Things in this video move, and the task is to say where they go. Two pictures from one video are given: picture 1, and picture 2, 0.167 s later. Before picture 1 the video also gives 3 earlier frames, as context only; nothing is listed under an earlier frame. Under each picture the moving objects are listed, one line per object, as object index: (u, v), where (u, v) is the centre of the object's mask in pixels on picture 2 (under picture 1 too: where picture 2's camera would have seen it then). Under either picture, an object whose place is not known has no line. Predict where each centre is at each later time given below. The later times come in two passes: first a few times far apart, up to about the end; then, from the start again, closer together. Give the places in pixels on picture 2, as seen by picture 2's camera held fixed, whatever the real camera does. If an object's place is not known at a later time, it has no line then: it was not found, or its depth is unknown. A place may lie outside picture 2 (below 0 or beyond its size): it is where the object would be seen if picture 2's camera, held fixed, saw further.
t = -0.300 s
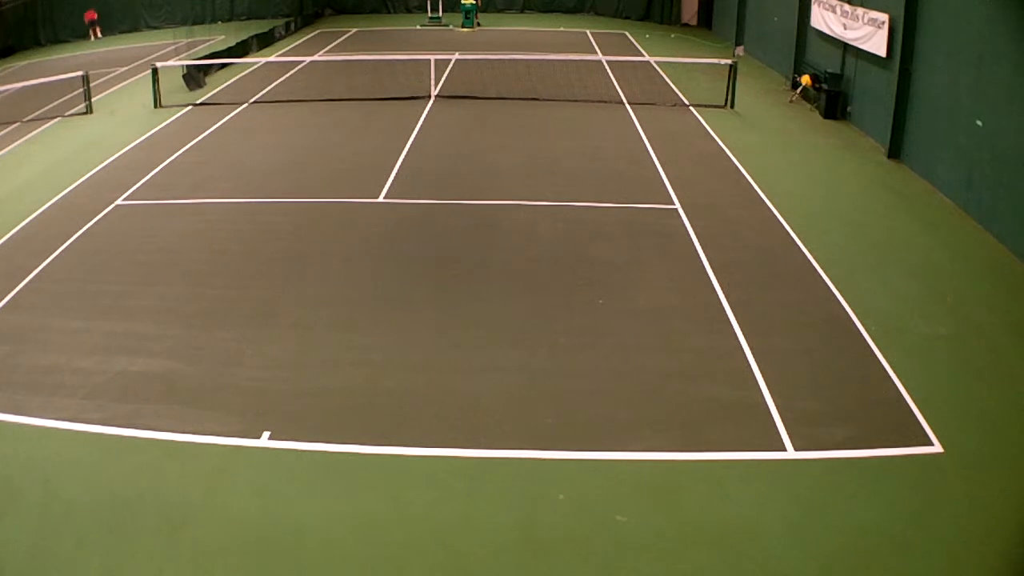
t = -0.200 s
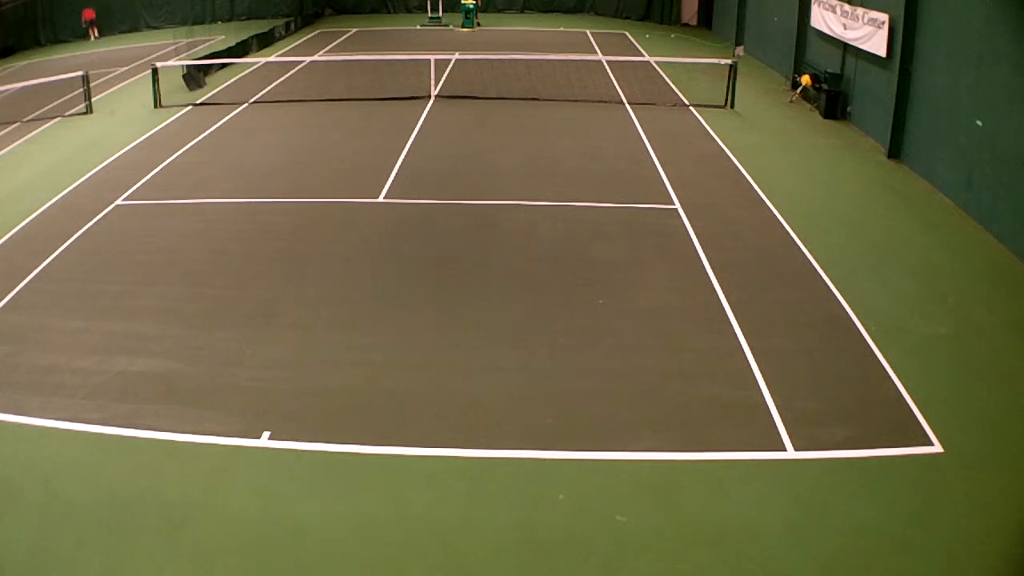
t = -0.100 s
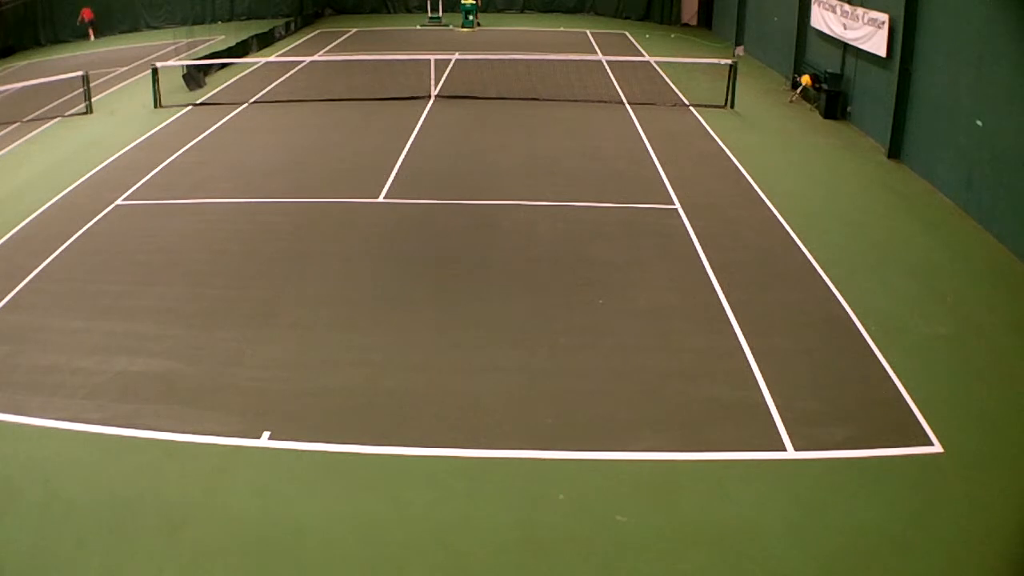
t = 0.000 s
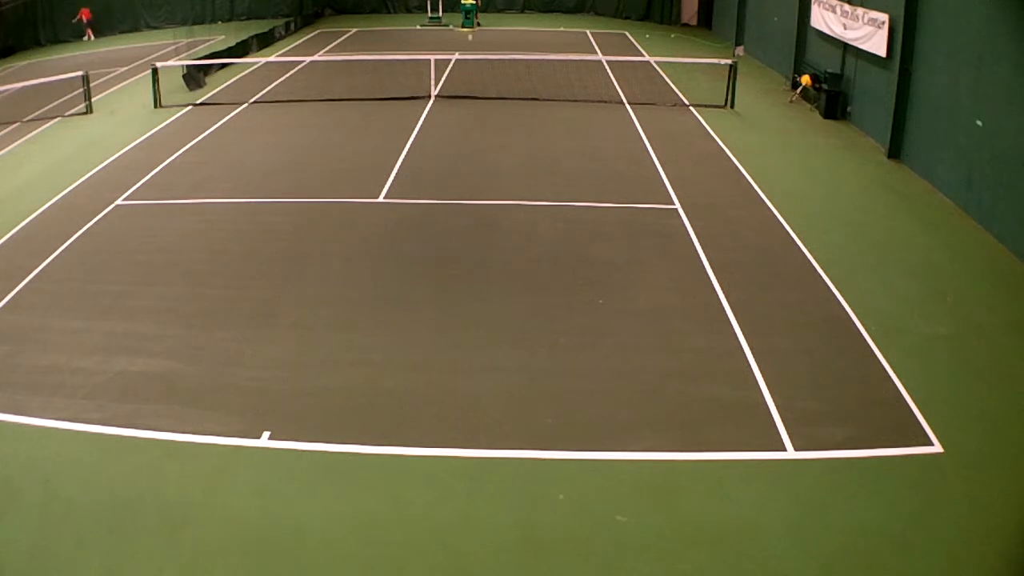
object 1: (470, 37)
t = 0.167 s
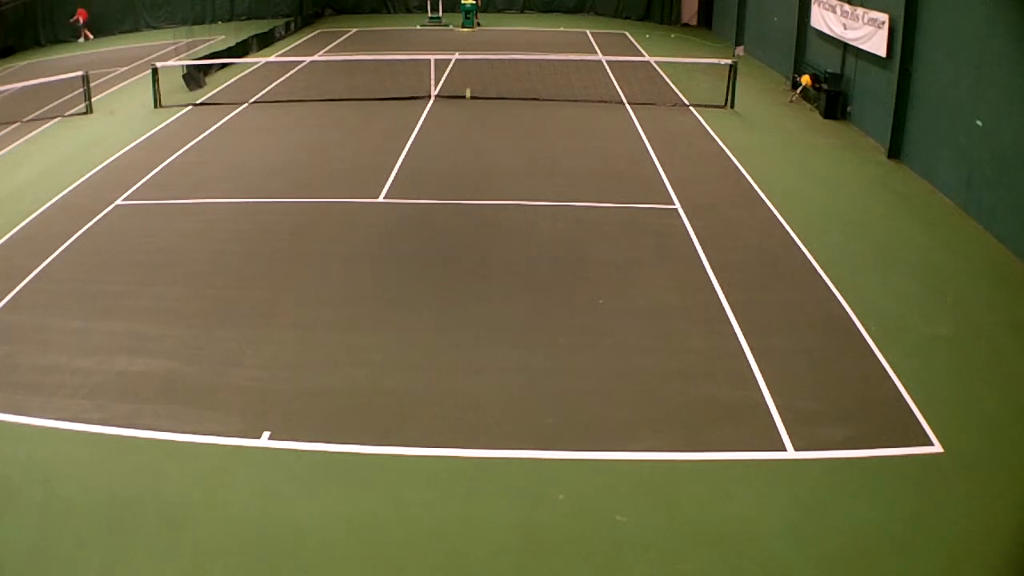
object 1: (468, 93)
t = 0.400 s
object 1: (463, 253)
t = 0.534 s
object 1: (462, 249)
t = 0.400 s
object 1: (463, 253)
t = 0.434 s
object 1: (463, 254)
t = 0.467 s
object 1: (462, 252)
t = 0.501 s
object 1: (462, 250)
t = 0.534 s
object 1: (462, 249)
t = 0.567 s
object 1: (462, 250)
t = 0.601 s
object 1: (462, 251)
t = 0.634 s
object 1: (462, 255)
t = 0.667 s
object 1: (462, 259)
